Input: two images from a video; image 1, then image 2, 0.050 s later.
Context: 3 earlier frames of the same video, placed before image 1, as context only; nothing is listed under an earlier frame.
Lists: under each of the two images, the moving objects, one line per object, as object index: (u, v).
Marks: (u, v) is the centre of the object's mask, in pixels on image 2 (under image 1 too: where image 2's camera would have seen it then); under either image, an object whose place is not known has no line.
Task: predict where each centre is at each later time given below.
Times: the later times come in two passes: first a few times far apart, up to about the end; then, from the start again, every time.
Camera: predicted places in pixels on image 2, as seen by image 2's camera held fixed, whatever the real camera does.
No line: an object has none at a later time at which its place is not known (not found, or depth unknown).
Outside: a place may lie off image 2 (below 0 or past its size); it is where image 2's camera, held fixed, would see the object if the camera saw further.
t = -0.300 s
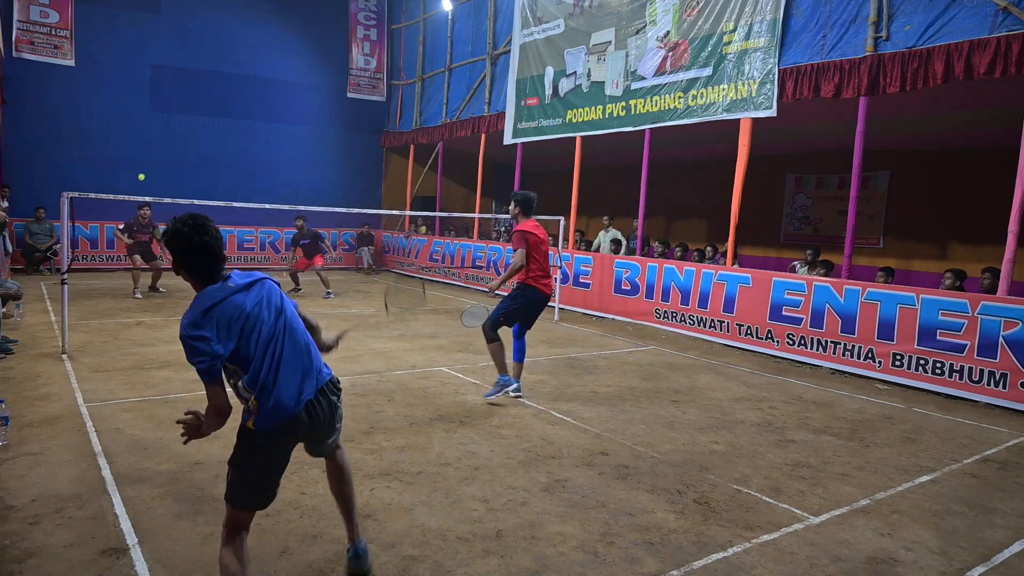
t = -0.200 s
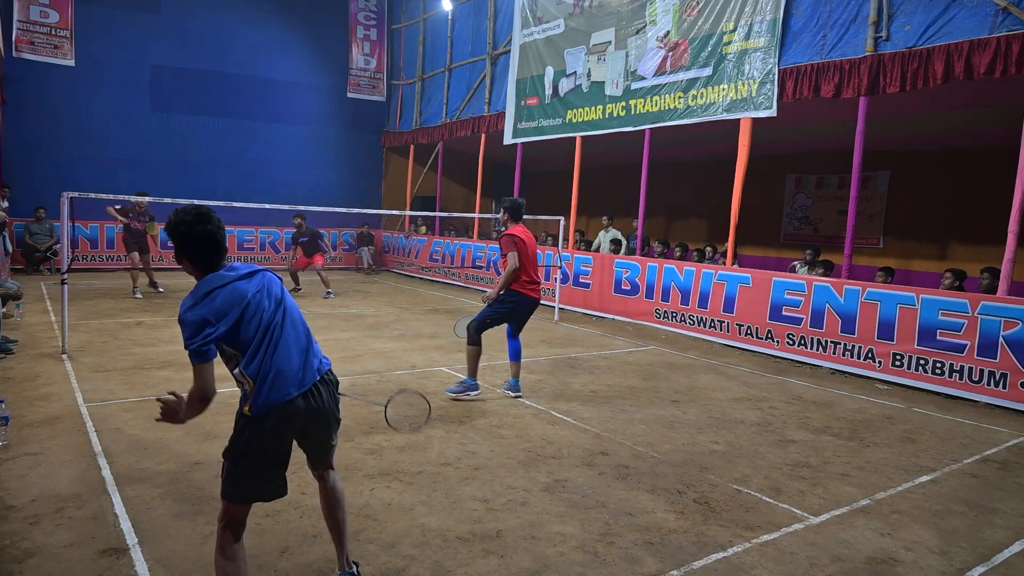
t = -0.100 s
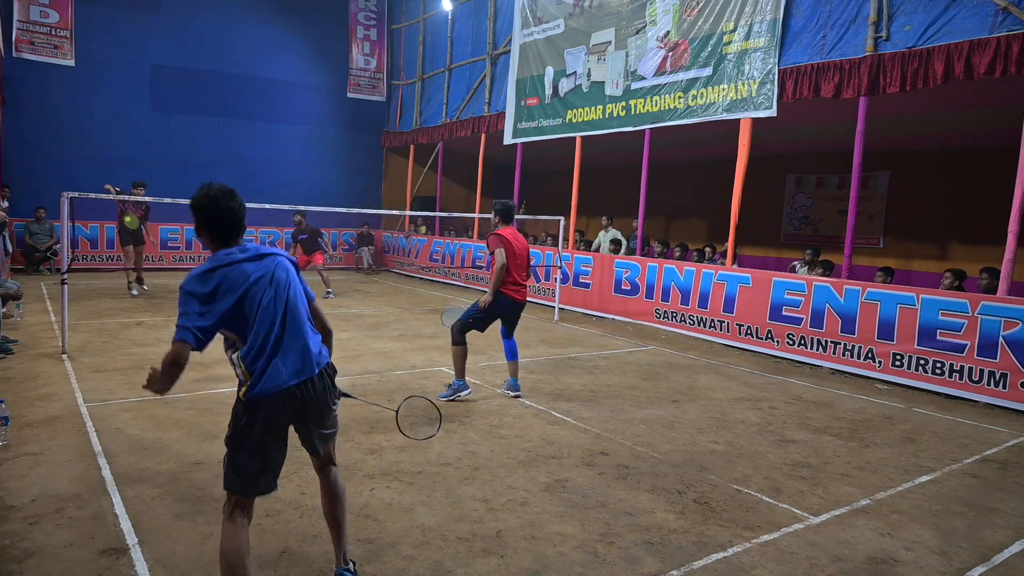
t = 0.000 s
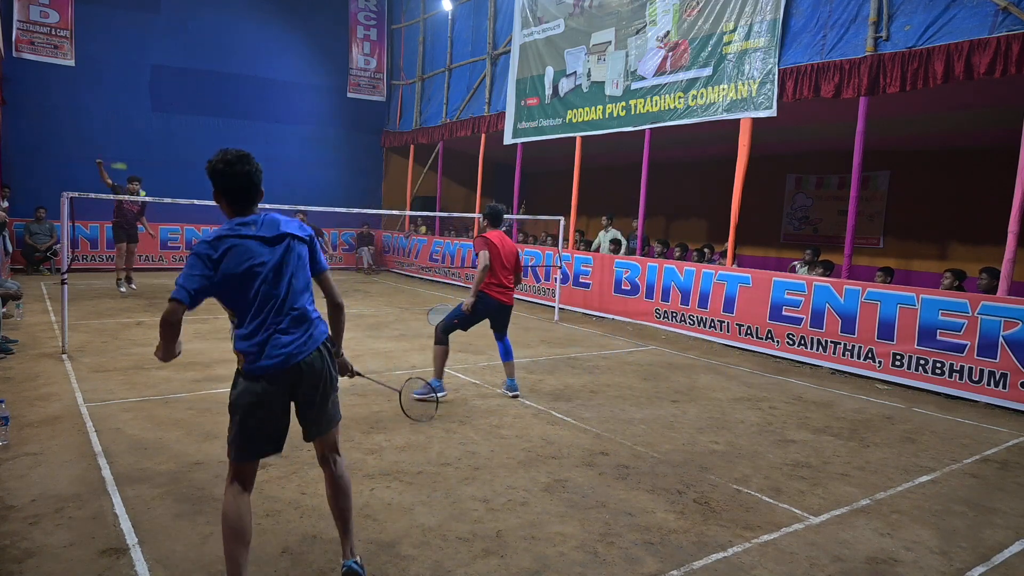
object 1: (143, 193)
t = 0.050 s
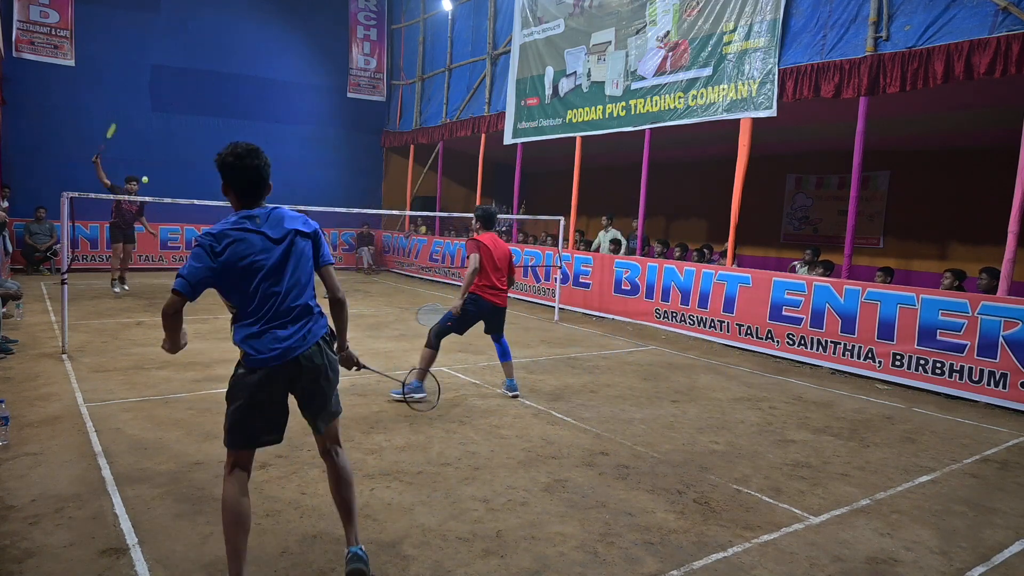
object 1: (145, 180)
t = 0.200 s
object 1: (160, 158)
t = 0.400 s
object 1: (177, 159)
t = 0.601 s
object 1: (193, 202)
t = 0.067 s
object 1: (146, 176)
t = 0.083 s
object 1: (148, 173)
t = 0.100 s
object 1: (149, 171)
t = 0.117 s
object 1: (151, 168)
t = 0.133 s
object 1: (153, 166)
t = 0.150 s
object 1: (155, 164)
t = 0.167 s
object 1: (157, 161)
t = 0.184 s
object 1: (158, 159)
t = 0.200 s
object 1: (160, 158)
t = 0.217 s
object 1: (161, 157)
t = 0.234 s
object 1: (163, 156)
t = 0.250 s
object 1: (164, 155)
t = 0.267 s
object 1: (166, 154)
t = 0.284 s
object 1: (167, 154)
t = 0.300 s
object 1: (169, 154)
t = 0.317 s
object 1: (170, 154)
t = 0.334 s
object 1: (172, 155)
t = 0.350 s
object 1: (173, 156)
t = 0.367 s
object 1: (175, 157)
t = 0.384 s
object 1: (176, 158)
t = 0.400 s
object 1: (177, 159)
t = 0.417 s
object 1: (179, 161)
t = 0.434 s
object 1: (180, 163)
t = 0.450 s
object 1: (181, 166)
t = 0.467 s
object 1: (183, 169)
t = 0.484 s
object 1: (184, 172)
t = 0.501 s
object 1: (185, 175)
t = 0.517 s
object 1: (187, 179)
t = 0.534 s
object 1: (188, 183)
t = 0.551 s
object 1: (189, 187)
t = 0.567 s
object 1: (191, 192)
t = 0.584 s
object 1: (192, 196)
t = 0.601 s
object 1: (193, 202)
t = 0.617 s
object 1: (195, 208)
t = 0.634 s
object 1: (196, 214)
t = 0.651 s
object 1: (197, 220)
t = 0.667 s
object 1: (199, 226)
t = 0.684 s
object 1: (200, 233)
